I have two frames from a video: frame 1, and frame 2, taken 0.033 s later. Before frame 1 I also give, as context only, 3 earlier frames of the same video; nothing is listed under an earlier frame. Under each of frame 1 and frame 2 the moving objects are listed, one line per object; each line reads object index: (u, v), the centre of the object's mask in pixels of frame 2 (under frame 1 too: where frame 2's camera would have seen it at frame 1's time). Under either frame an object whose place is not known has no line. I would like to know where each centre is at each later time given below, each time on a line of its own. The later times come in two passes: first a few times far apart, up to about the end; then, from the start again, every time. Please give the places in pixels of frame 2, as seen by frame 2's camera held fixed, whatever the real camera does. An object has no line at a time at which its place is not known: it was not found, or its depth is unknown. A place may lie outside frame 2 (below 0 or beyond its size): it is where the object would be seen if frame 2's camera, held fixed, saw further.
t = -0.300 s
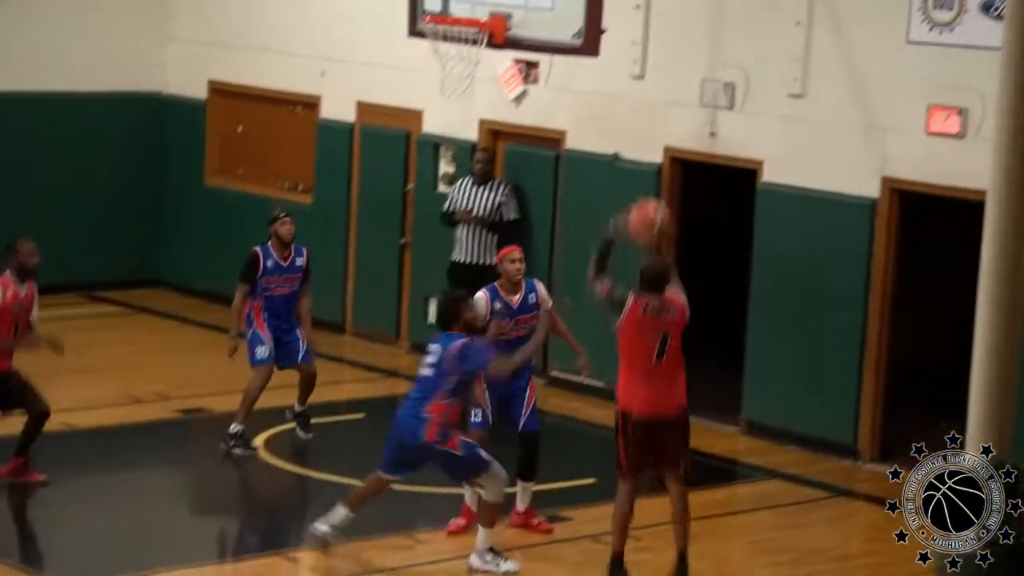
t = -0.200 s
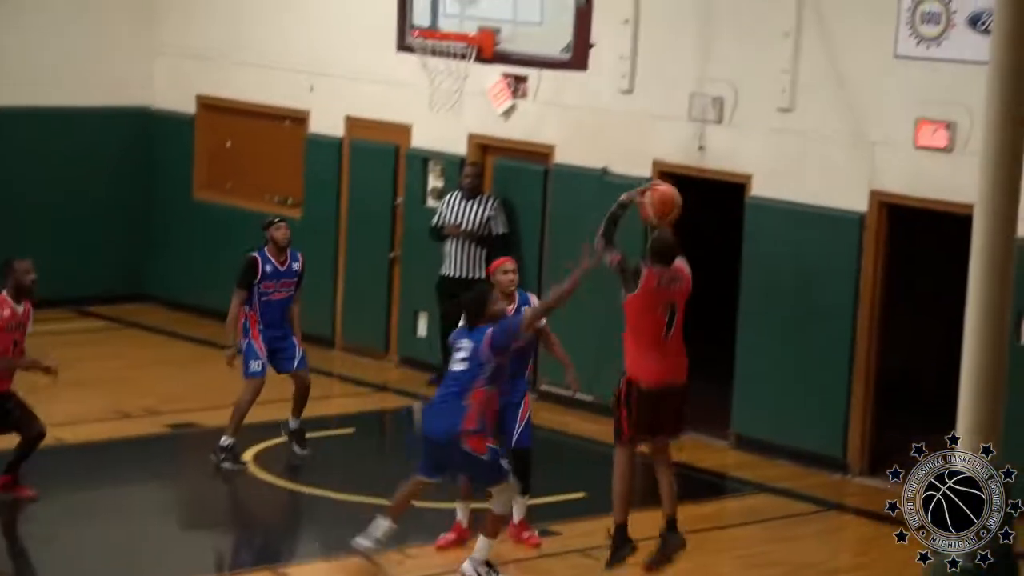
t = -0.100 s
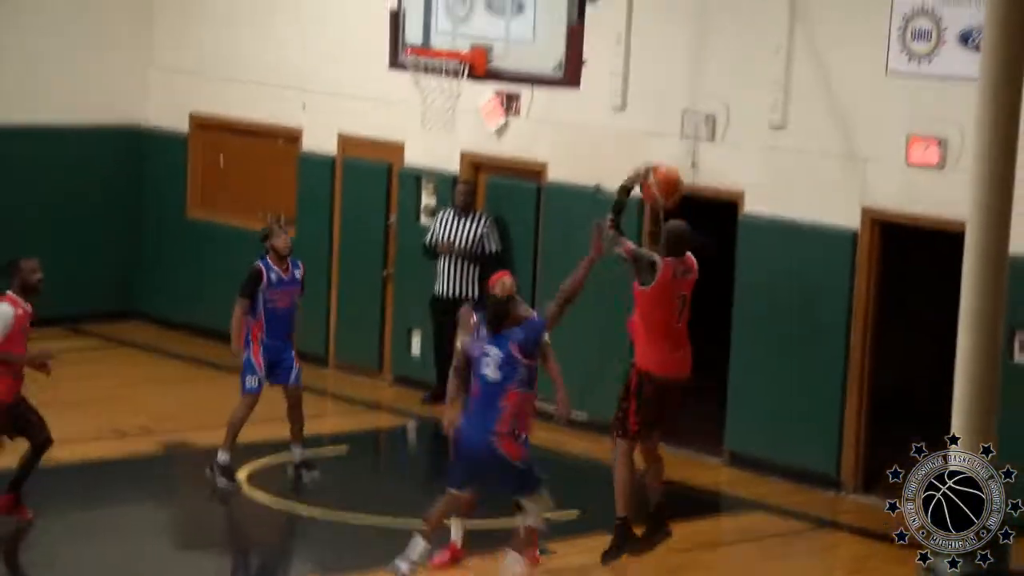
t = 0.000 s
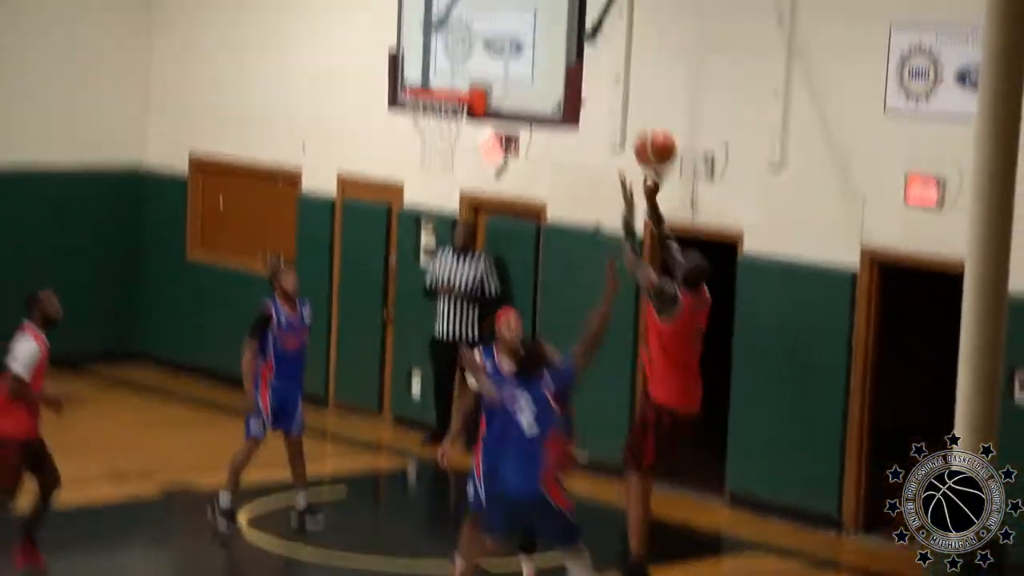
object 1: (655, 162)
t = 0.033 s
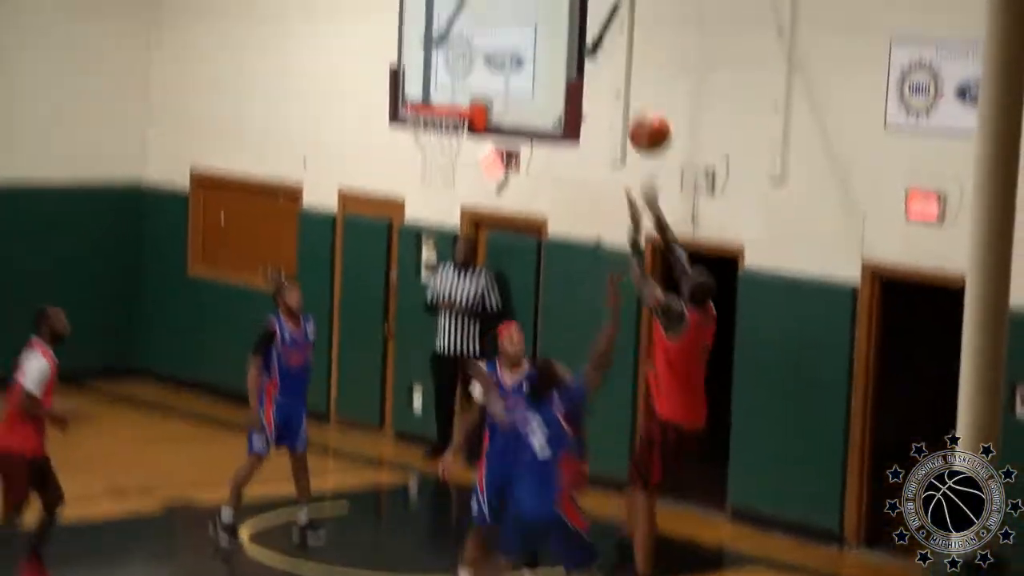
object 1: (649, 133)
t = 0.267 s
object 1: (601, -25)
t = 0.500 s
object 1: (556, -81)
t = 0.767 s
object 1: (504, -32)
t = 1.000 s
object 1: (461, 82)
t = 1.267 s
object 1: (405, 136)
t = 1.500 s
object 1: (426, 154)
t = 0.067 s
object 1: (642, 102)
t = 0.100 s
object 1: (635, 76)
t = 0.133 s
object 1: (629, 51)
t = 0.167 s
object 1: (622, 30)
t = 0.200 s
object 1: (615, 9)
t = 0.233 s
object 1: (609, -8)
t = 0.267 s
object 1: (601, -25)
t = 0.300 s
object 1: (595, -39)
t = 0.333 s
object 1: (588, -50)
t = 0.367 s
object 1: (582, -59)
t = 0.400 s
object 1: (575, -68)
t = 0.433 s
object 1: (569, -74)
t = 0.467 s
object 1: (563, -79)
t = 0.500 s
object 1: (556, -81)
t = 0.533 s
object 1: (549, -81)
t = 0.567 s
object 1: (543, -79)
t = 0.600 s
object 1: (537, -76)
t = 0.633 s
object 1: (530, -71)
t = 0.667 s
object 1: (524, -64)
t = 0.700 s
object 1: (517, -55)
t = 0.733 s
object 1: (511, -45)
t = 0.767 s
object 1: (504, -32)
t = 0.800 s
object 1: (498, -20)
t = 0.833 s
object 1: (491, -5)
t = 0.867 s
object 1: (485, 9)
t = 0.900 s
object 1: (480, 23)
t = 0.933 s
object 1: (473, 42)
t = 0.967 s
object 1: (466, 63)
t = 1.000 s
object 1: (461, 82)
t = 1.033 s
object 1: (454, 99)
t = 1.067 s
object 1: (446, 101)
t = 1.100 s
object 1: (435, 115)
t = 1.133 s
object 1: (424, 125)
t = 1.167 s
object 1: (417, 130)
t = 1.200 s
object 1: (411, 134)
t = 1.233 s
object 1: (406, 135)
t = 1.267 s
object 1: (405, 136)
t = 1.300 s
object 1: (404, 137)
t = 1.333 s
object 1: (406, 138)
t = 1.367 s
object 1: (408, 139)
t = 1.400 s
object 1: (411, 141)
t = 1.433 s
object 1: (415, 143)
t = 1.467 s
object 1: (420, 149)
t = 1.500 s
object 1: (426, 154)
